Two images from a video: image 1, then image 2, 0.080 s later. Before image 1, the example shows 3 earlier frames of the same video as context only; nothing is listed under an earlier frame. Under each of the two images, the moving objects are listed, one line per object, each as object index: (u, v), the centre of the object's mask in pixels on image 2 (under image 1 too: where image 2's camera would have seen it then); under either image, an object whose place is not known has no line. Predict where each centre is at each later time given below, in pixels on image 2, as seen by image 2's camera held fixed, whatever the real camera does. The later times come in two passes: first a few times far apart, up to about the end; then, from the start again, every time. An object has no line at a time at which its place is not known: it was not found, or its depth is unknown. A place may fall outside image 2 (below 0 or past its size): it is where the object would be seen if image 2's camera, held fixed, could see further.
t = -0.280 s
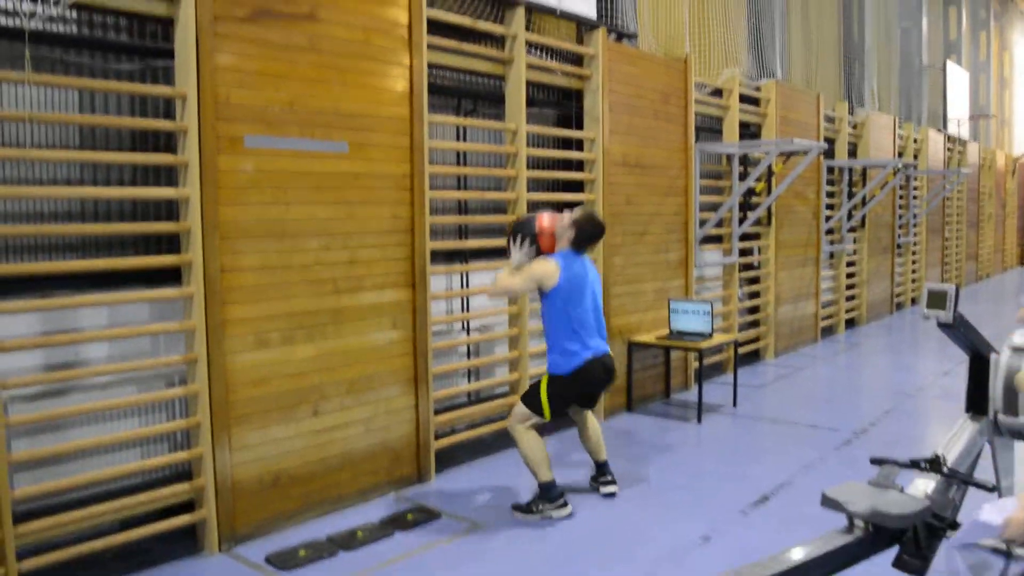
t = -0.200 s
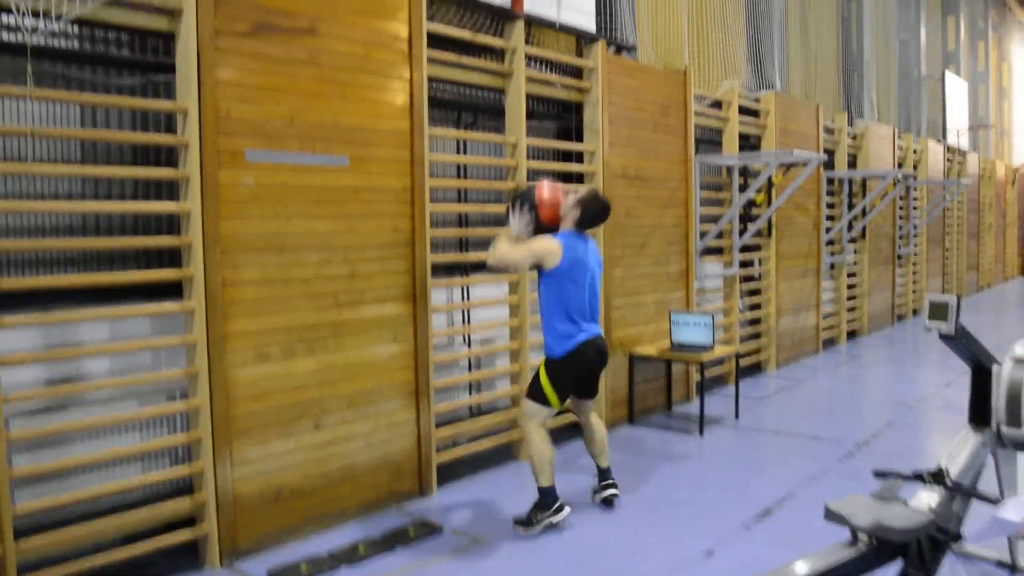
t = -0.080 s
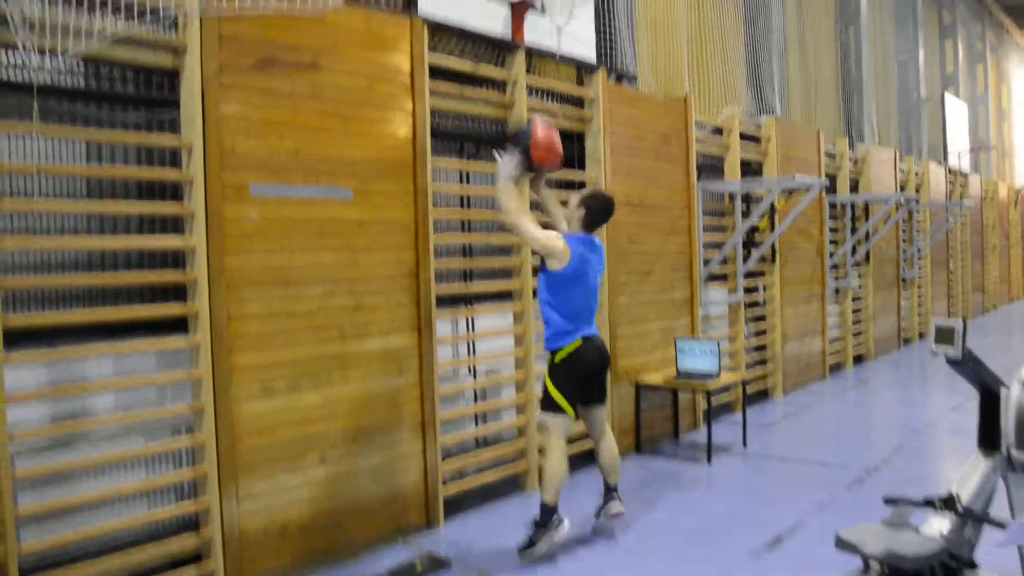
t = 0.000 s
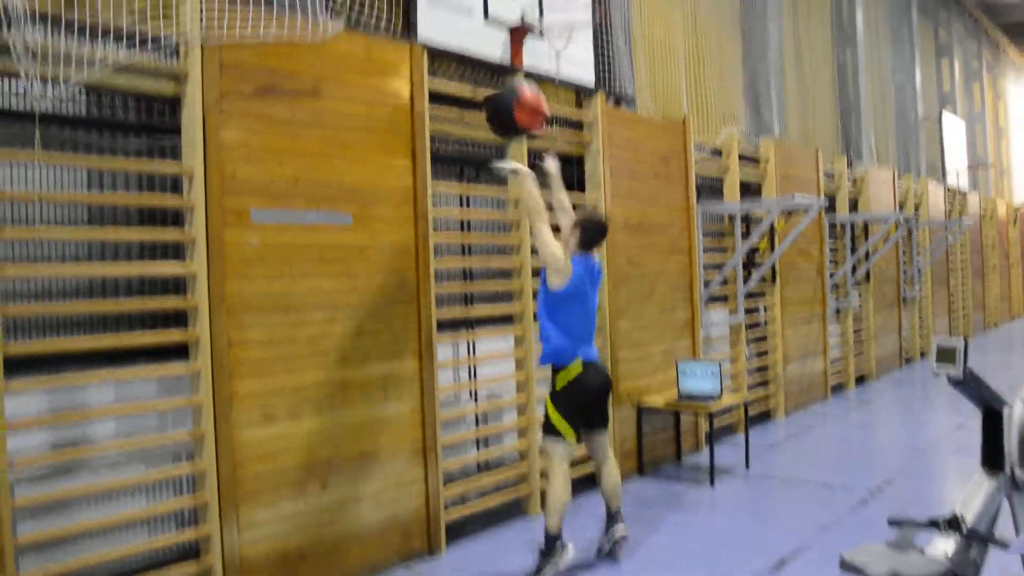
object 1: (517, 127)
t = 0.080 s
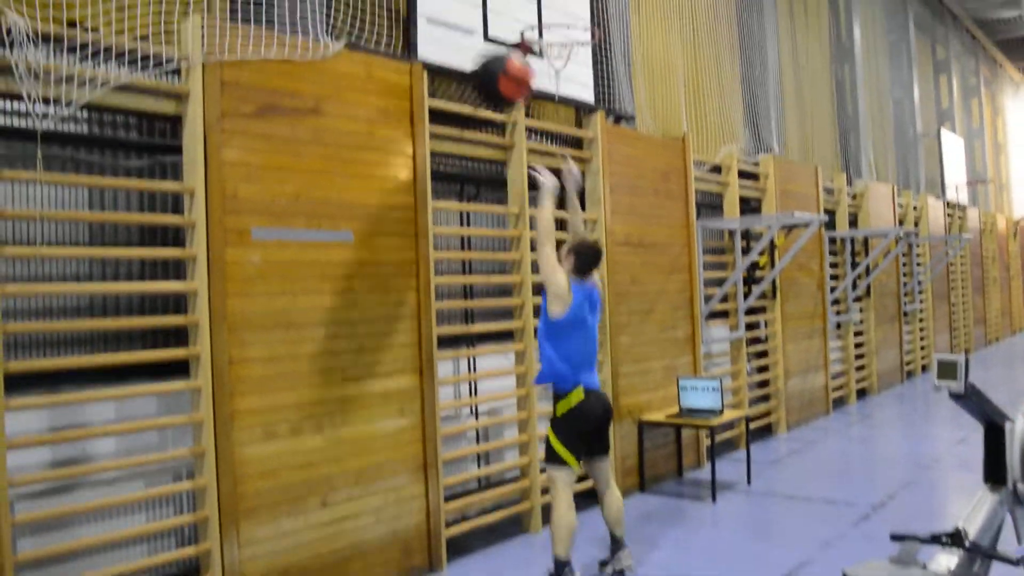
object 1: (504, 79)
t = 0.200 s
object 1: (485, 27)
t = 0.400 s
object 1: (458, 5)
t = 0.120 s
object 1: (498, 63)
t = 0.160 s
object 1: (493, 43)
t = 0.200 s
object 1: (485, 27)
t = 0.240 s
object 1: (479, 16)
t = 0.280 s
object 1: (473, 8)
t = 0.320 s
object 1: (467, 5)
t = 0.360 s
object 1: (462, 4)
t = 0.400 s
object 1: (458, 5)
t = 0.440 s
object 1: (459, 8)
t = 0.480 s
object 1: (462, 12)
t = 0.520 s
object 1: (464, 18)
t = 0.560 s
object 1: (467, 26)
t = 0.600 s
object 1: (471, 35)
